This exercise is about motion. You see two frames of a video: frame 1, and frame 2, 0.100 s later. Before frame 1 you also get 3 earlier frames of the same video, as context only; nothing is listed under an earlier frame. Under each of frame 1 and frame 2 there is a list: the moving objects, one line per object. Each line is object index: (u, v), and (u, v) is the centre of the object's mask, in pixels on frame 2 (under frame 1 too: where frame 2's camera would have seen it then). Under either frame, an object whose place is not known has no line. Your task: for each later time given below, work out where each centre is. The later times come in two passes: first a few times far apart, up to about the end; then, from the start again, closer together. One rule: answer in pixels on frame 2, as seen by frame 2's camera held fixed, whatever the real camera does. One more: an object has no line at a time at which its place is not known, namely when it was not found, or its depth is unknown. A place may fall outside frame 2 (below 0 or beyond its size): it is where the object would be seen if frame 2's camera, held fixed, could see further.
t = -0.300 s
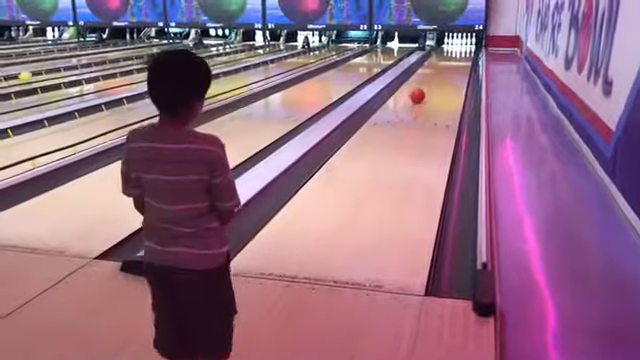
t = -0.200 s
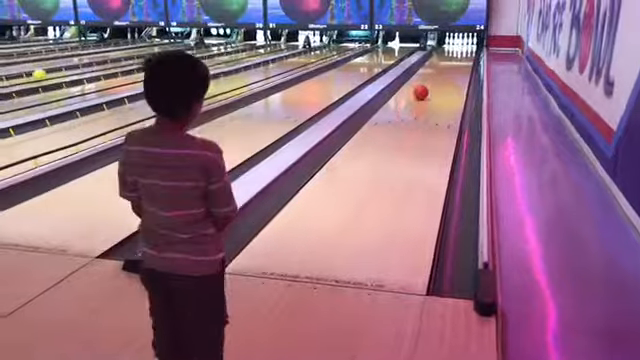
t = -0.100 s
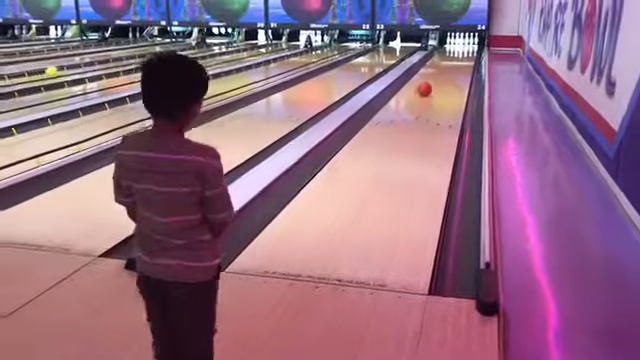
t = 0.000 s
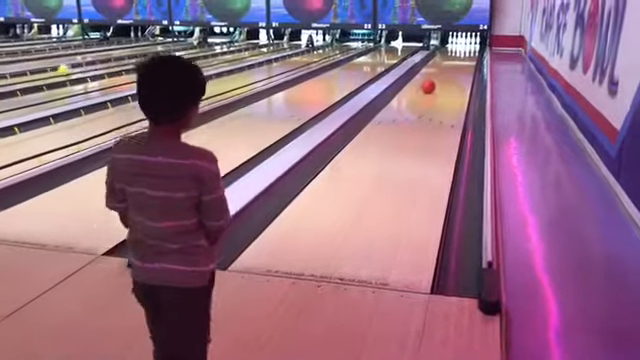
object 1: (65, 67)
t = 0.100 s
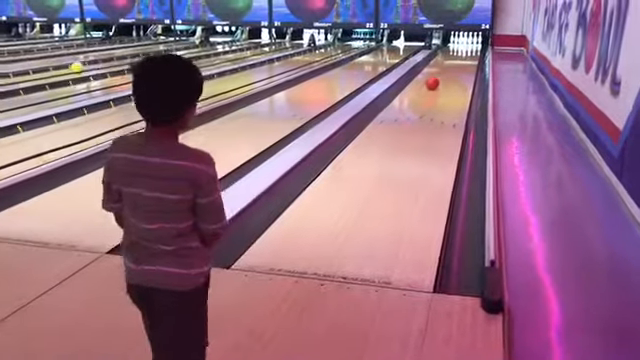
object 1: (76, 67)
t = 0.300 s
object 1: (94, 64)
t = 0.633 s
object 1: (124, 58)
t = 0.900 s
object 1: (142, 57)
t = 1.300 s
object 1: (168, 53)
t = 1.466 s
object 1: (178, 51)
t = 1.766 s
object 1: (193, 49)
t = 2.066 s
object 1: (202, 48)
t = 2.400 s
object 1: (215, 45)
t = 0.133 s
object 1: (79, 66)
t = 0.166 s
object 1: (82, 65)
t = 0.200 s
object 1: (85, 65)
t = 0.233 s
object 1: (88, 65)
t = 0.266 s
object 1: (91, 65)
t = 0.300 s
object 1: (94, 64)
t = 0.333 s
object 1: (97, 63)
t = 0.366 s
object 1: (100, 63)
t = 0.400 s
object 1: (102, 62)
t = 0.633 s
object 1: (124, 58)
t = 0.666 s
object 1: (126, 58)
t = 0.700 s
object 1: (128, 58)
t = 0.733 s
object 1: (130, 58)
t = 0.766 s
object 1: (132, 58)
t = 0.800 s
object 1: (134, 59)
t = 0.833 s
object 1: (137, 58)
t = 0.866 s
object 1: (140, 57)
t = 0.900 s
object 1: (142, 57)
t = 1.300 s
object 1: (168, 53)
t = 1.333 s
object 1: (170, 53)
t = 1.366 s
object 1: (173, 52)
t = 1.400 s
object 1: (175, 52)
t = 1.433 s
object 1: (177, 52)
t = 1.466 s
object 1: (178, 51)
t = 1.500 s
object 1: (180, 51)
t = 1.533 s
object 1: (181, 51)
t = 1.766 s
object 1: (193, 49)
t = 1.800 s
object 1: (194, 49)
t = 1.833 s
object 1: (194, 49)
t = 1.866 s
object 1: (196, 49)
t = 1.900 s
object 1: (197, 48)
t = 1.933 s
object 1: (200, 48)
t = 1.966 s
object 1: (200, 48)
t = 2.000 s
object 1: (200, 48)
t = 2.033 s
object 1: (202, 48)
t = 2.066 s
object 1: (202, 48)
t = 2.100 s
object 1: (204, 48)
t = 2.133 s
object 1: (204, 48)
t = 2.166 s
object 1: (205, 47)
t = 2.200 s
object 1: (205, 48)
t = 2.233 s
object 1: (206, 48)
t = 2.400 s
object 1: (215, 45)
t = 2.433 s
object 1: (216, 45)
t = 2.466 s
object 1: (217, 45)
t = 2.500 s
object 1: (218, 44)
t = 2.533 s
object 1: (219, 44)
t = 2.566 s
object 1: (219, 44)
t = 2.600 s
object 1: (221, 44)
